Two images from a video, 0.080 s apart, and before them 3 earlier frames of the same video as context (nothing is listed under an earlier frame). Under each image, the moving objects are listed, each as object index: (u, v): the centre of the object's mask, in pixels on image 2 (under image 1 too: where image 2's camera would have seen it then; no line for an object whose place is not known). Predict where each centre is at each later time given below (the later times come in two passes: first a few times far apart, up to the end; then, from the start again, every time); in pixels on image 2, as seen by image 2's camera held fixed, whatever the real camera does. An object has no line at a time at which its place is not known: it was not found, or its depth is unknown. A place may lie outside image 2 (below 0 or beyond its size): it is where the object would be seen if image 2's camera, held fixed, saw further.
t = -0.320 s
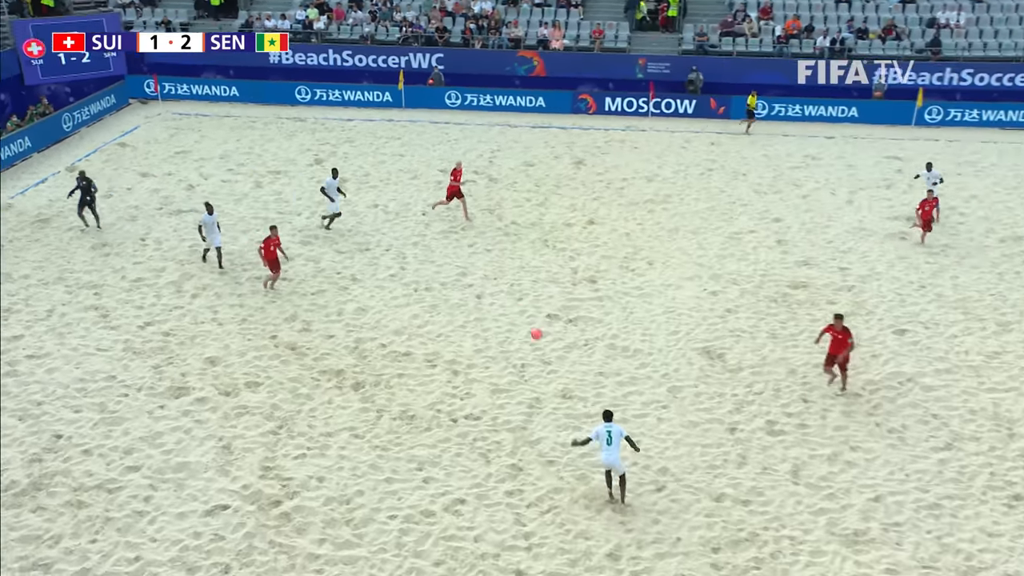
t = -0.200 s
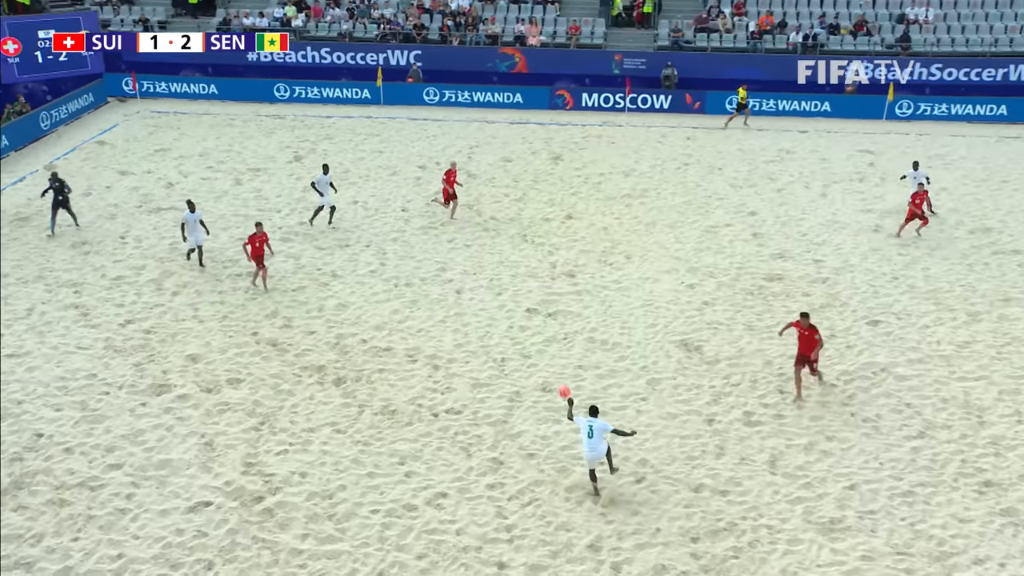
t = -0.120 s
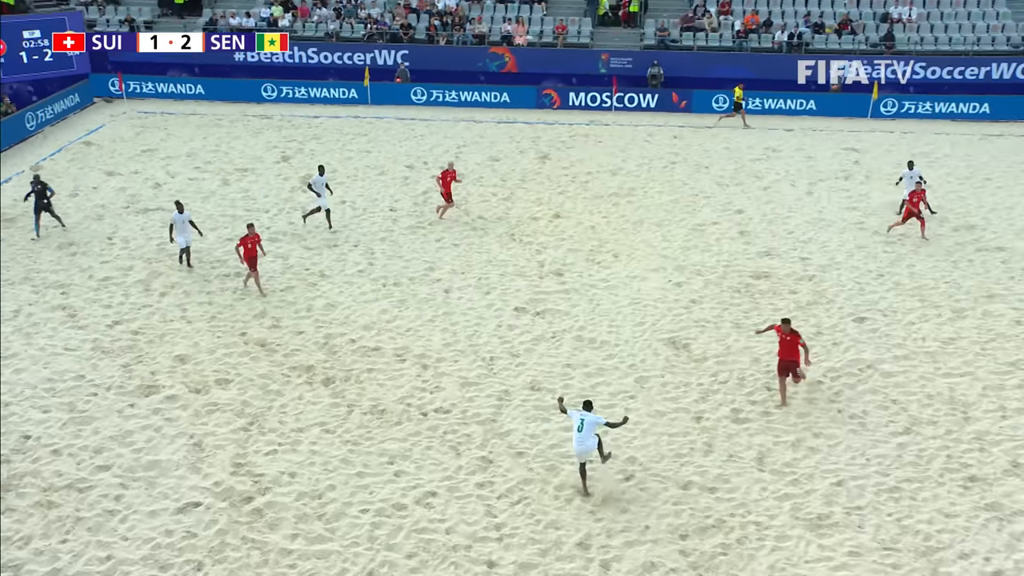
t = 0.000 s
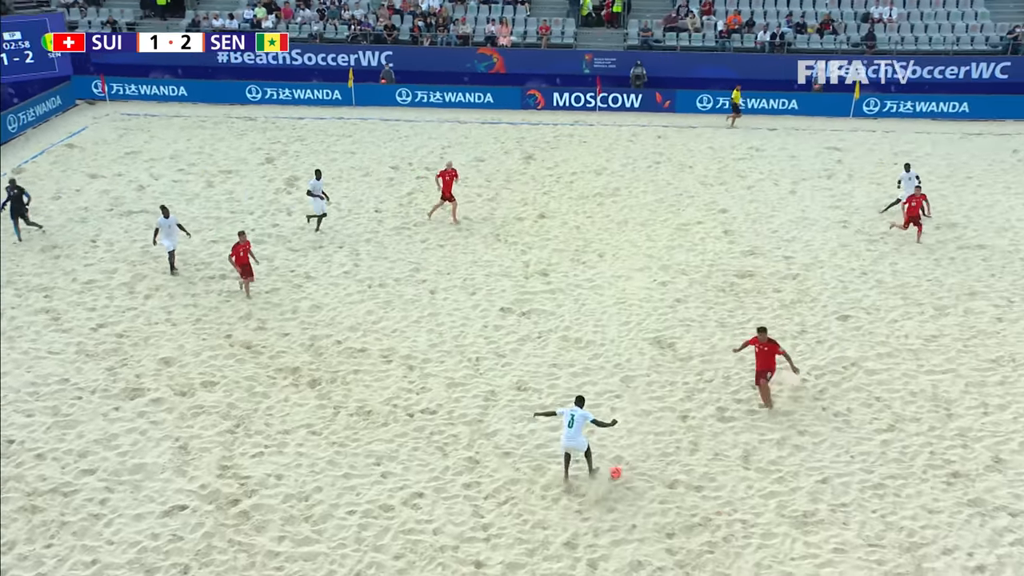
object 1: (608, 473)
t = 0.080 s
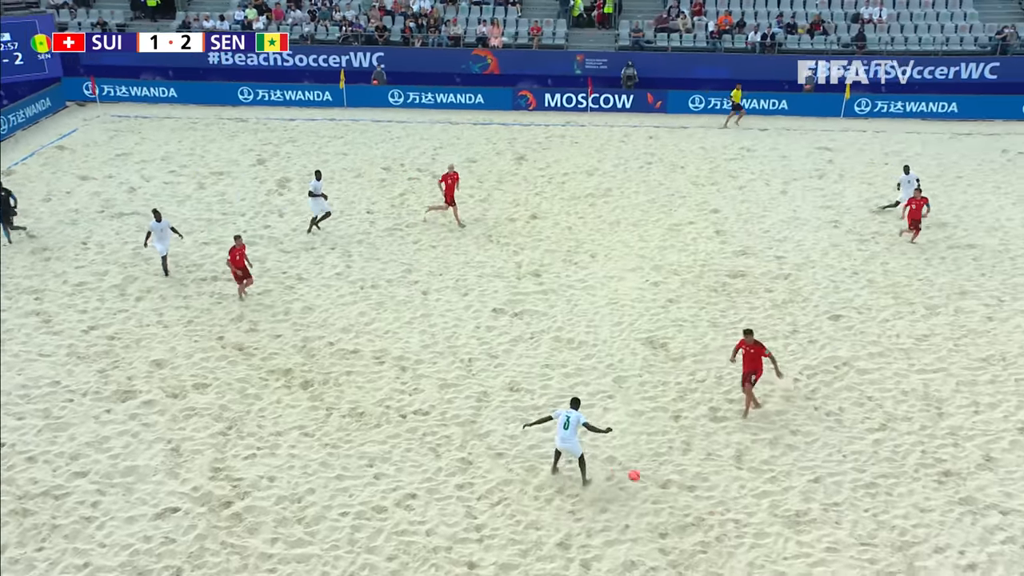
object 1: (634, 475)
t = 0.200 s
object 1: (673, 486)
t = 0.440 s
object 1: (754, 531)
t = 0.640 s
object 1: (821, 566)
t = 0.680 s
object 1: (834, 571)
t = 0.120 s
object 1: (647, 478)
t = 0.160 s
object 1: (661, 482)
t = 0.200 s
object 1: (673, 486)
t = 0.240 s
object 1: (686, 491)
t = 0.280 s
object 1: (700, 498)
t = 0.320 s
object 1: (713, 504)
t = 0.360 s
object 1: (727, 513)
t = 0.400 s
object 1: (740, 522)
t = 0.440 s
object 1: (754, 531)
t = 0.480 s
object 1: (767, 542)
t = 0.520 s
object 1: (781, 553)
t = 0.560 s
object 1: (795, 558)
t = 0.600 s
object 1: (807, 561)
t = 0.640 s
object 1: (821, 566)
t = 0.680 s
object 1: (834, 571)
